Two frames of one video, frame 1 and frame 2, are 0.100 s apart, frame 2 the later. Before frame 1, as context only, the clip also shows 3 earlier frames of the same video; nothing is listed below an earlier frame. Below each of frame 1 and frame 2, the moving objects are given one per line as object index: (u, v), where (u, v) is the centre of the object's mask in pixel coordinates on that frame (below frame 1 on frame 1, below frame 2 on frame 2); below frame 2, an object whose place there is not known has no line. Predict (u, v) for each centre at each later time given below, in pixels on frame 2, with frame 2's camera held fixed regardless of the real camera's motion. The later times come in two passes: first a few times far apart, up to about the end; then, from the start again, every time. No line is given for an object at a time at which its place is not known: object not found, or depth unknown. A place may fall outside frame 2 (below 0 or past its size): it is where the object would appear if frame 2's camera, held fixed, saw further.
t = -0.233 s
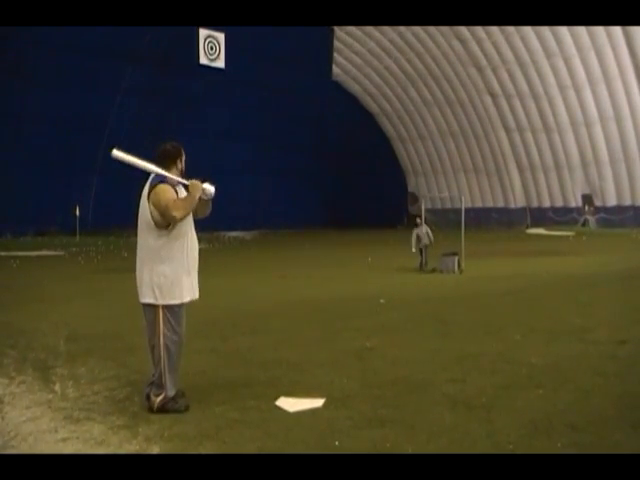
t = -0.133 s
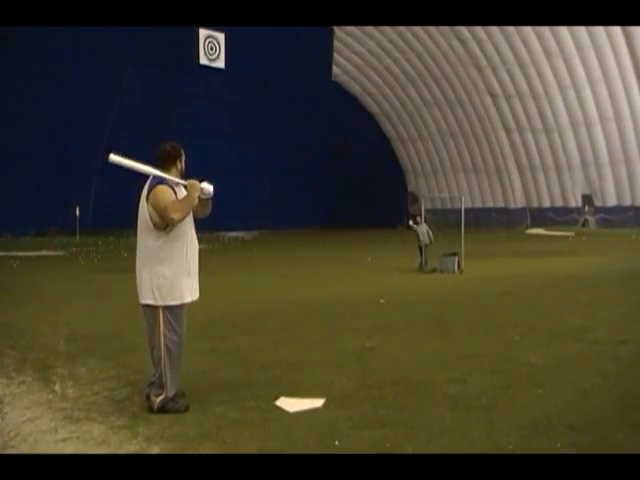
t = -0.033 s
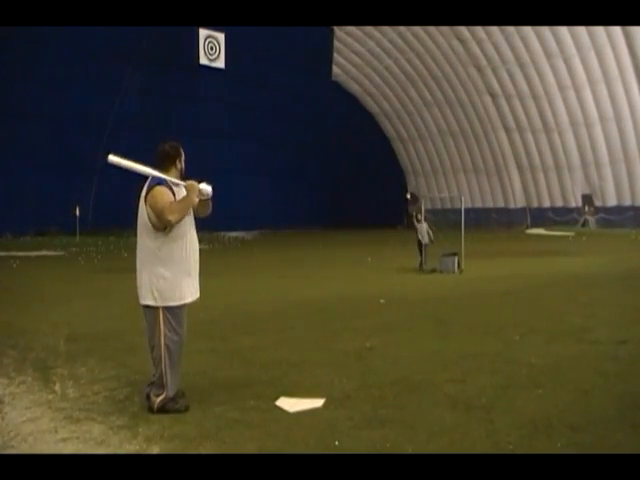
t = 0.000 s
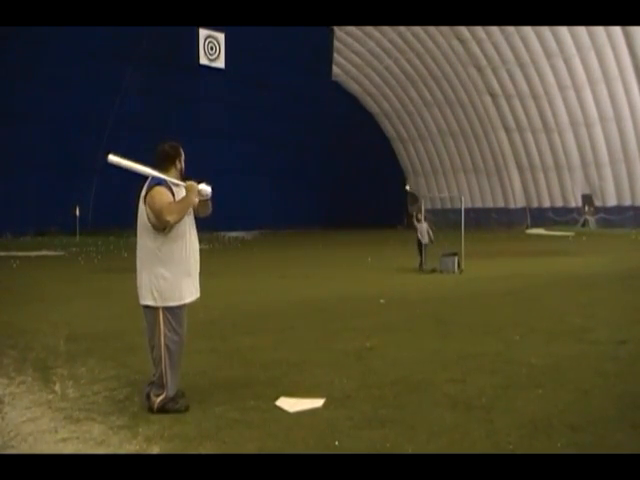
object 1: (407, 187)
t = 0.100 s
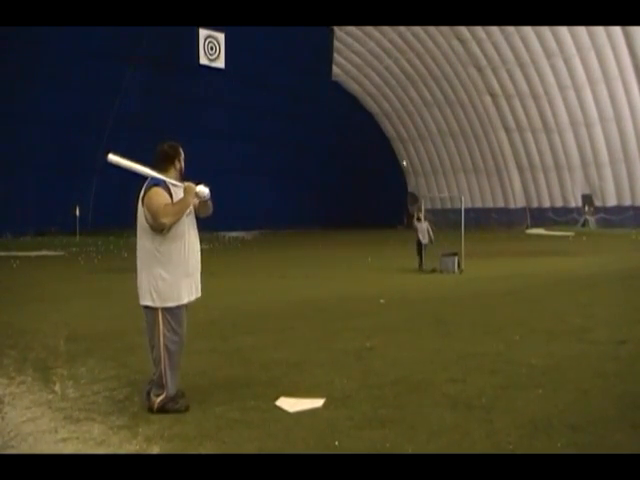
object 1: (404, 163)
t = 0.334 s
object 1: (396, 114)
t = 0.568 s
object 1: (385, 81)
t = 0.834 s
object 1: (366, 76)
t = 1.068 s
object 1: (341, 124)
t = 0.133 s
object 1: (403, 155)
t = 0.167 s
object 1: (402, 147)
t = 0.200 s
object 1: (401, 140)
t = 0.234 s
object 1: (400, 134)
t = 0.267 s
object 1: (398, 127)
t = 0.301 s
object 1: (398, 120)
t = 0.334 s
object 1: (396, 114)
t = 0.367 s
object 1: (395, 108)
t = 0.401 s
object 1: (394, 102)
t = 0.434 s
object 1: (392, 98)
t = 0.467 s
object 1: (390, 93)
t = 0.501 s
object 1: (388, 88)
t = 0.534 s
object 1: (387, 84)
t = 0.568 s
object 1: (385, 81)
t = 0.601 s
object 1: (383, 78)
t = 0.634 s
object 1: (381, 76)
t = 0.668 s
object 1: (379, 74)
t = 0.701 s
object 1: (377, 73)
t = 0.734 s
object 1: (375, 72)
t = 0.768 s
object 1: (372, 73)
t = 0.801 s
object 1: (370, 74)
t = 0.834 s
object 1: (366, 76)
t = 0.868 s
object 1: (364, 79)
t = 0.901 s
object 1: (361, 83)
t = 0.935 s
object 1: (357, 88)
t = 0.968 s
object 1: (353, 95)
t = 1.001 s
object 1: (350, 103)
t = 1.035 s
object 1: (346, 113)
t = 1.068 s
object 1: (341, 124)
